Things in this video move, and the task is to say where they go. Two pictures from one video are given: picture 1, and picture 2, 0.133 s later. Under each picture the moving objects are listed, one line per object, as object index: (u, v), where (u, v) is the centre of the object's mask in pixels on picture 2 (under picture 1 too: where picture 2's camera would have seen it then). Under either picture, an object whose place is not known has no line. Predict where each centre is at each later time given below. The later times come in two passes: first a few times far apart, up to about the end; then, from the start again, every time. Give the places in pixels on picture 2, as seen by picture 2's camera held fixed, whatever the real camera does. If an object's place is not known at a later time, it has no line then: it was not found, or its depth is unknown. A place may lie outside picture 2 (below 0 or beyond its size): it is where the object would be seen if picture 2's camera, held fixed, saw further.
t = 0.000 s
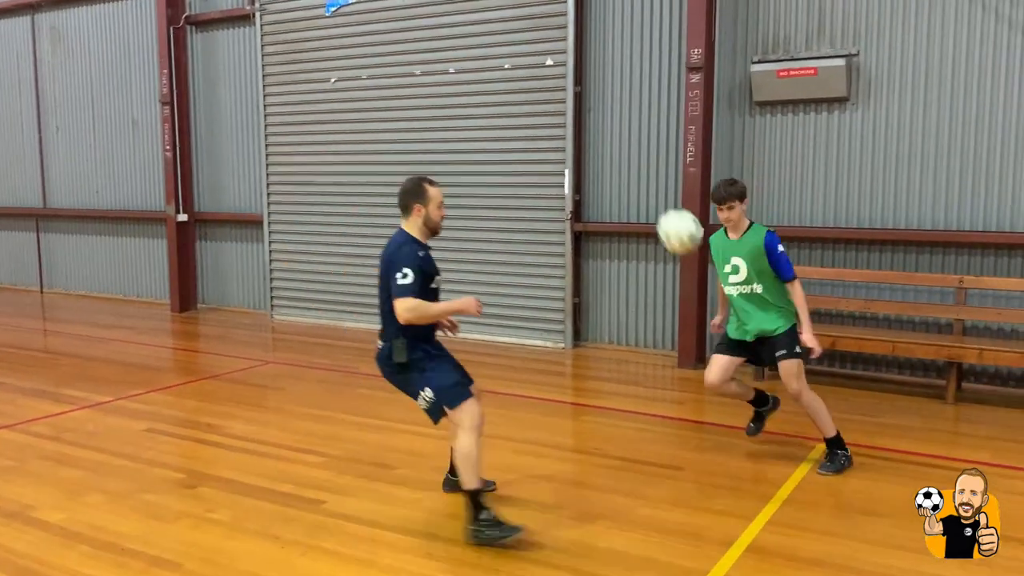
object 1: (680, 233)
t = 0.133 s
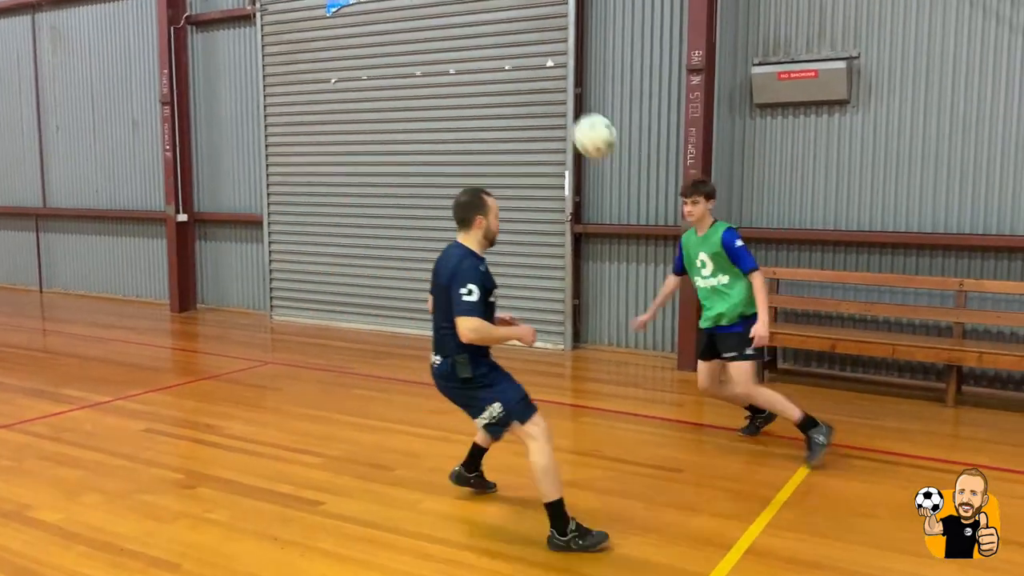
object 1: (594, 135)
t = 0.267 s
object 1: (510, 75)
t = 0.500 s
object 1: (373, 59)
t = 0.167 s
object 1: (572, 116)
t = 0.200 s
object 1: (551, 100)
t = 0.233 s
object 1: (531, 86)
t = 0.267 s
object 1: (510, 75)
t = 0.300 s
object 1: (490, 67)
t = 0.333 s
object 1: (469, 59)
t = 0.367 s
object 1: (450, 54)
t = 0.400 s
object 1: (430, 53)
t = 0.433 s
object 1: (412, 53)
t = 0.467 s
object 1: (392, 55)
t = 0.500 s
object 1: (373, 59)
